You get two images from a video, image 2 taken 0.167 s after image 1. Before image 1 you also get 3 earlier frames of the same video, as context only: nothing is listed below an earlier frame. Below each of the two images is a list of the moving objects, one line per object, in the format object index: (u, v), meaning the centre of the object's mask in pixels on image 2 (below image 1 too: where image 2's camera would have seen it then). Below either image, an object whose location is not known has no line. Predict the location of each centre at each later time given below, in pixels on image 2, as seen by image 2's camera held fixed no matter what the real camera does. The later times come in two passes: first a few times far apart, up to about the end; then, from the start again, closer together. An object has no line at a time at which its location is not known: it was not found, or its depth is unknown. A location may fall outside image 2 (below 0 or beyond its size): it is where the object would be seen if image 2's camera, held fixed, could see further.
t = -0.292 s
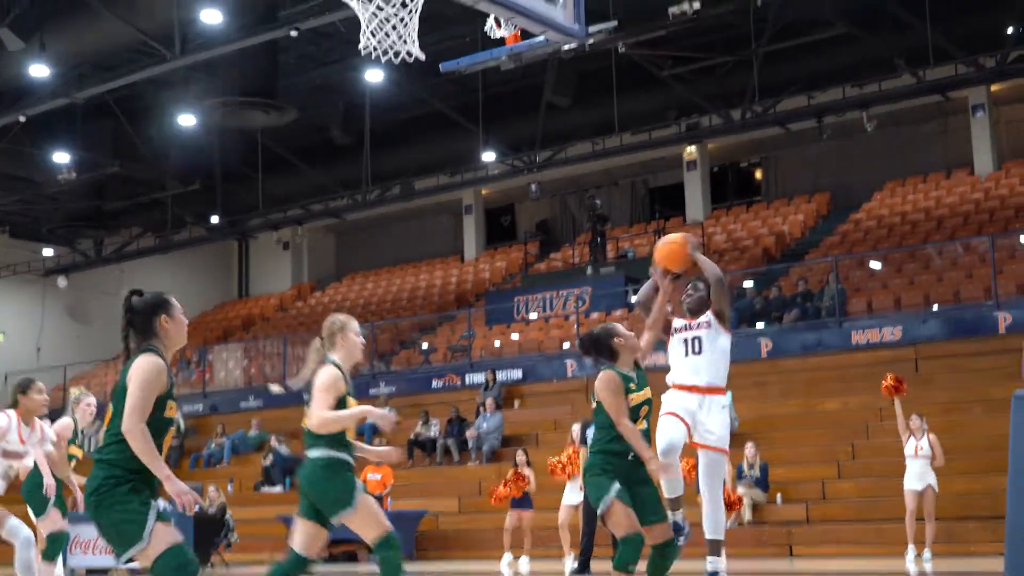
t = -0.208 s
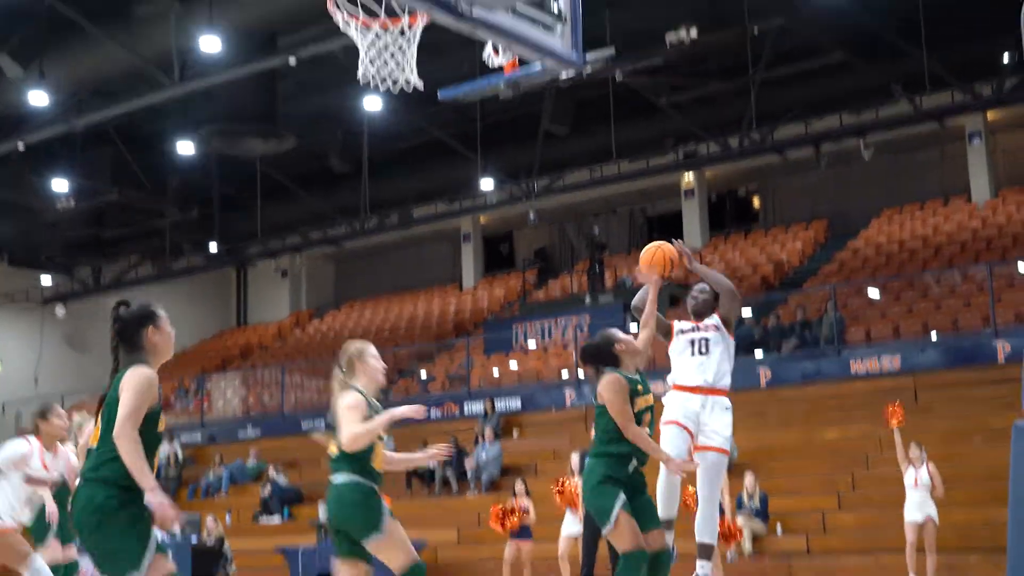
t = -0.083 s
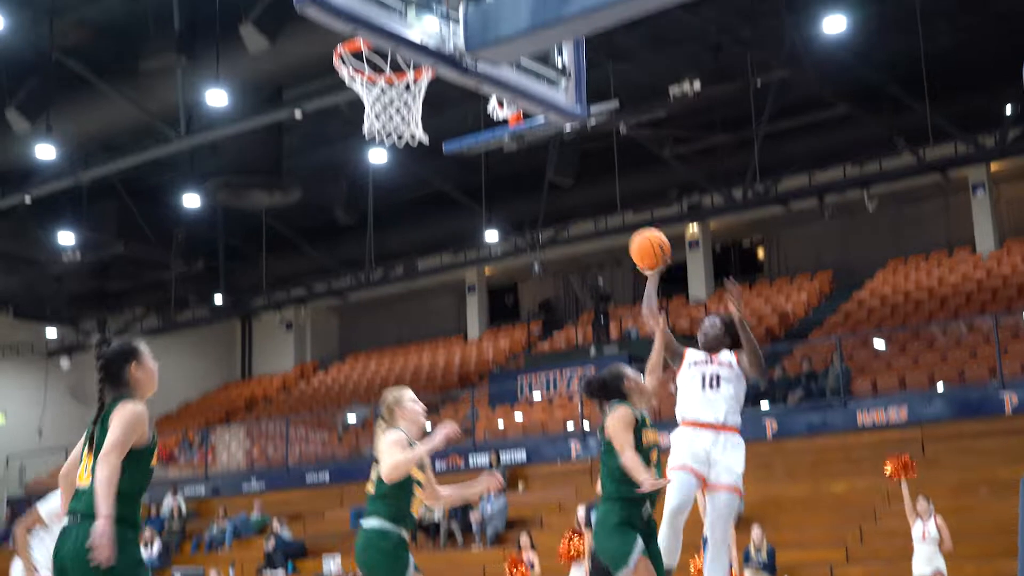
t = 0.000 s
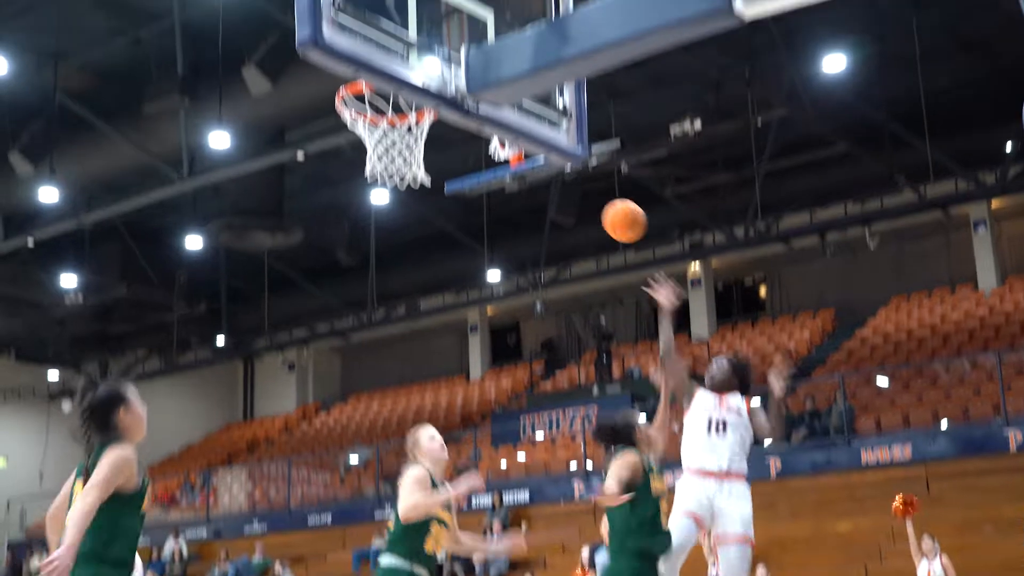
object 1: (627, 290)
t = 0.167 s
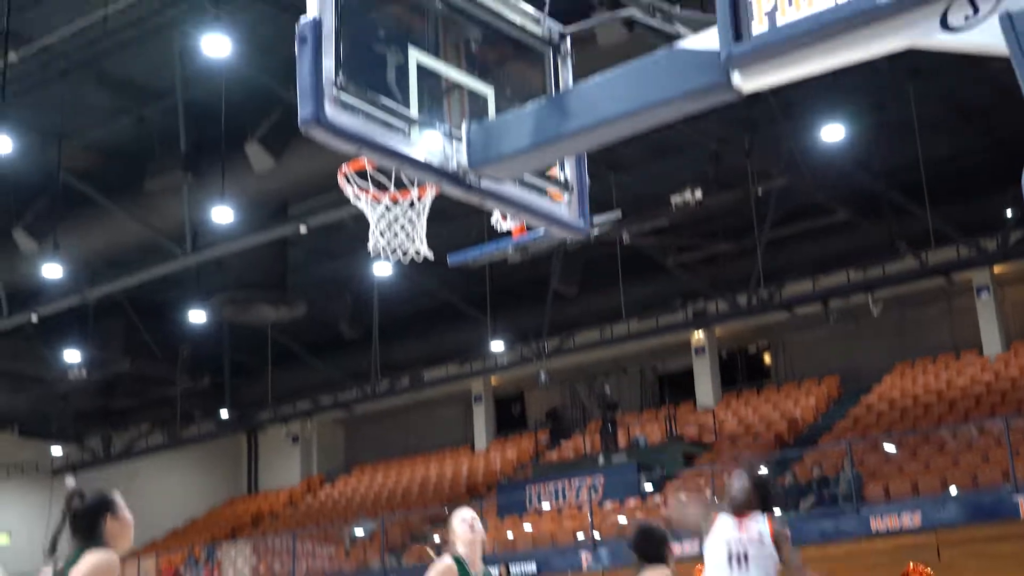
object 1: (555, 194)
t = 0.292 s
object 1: (509, 109)
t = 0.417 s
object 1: (463, 99)
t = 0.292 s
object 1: (509, 109)
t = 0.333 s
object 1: (497, 105)
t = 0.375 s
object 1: (480, 102)
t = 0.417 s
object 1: (463, 99)
